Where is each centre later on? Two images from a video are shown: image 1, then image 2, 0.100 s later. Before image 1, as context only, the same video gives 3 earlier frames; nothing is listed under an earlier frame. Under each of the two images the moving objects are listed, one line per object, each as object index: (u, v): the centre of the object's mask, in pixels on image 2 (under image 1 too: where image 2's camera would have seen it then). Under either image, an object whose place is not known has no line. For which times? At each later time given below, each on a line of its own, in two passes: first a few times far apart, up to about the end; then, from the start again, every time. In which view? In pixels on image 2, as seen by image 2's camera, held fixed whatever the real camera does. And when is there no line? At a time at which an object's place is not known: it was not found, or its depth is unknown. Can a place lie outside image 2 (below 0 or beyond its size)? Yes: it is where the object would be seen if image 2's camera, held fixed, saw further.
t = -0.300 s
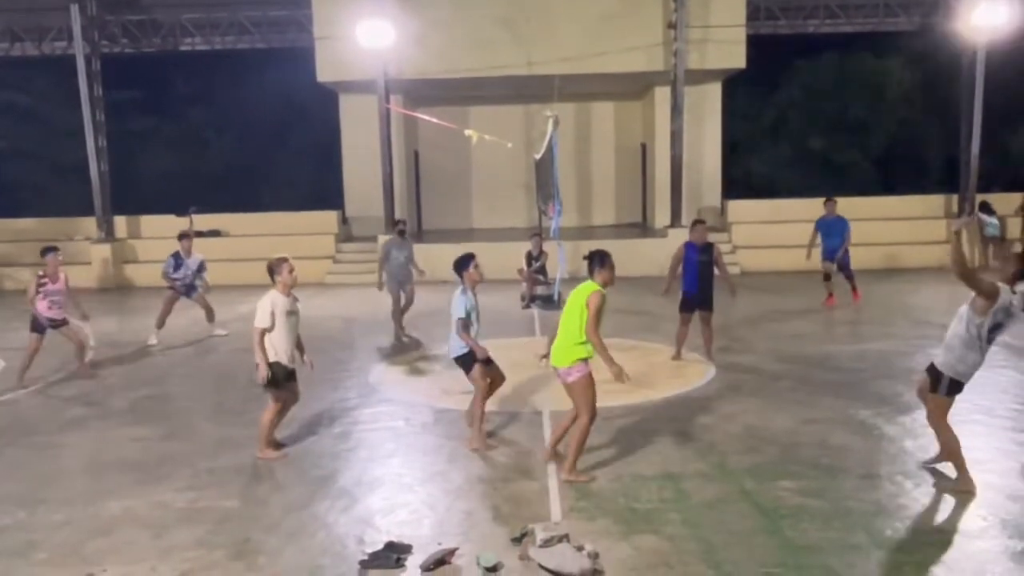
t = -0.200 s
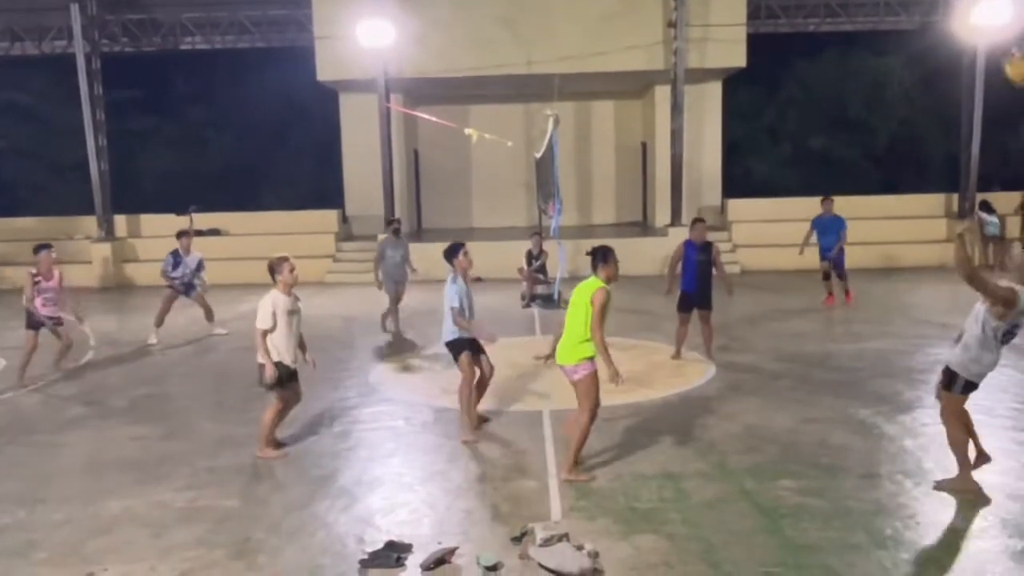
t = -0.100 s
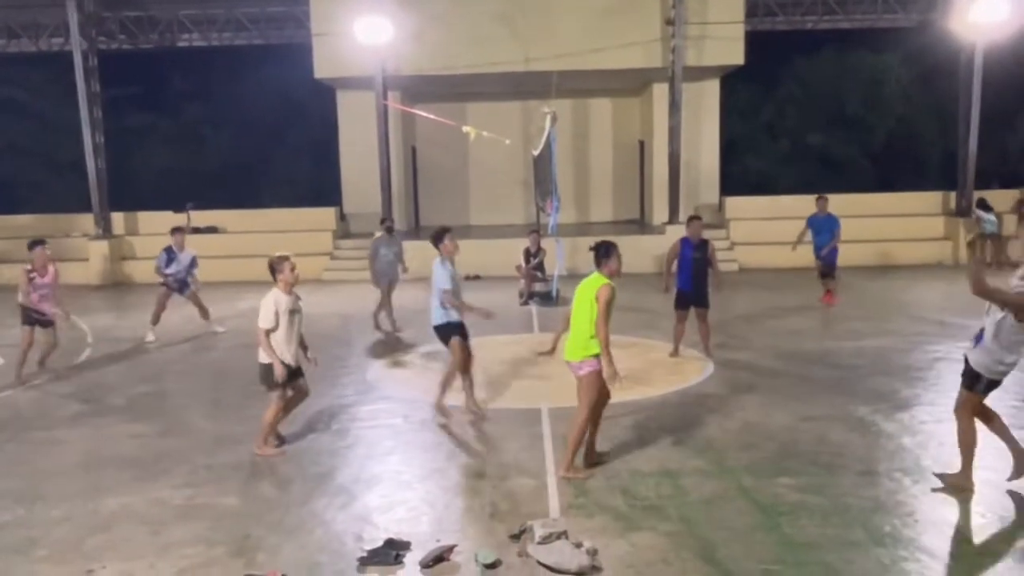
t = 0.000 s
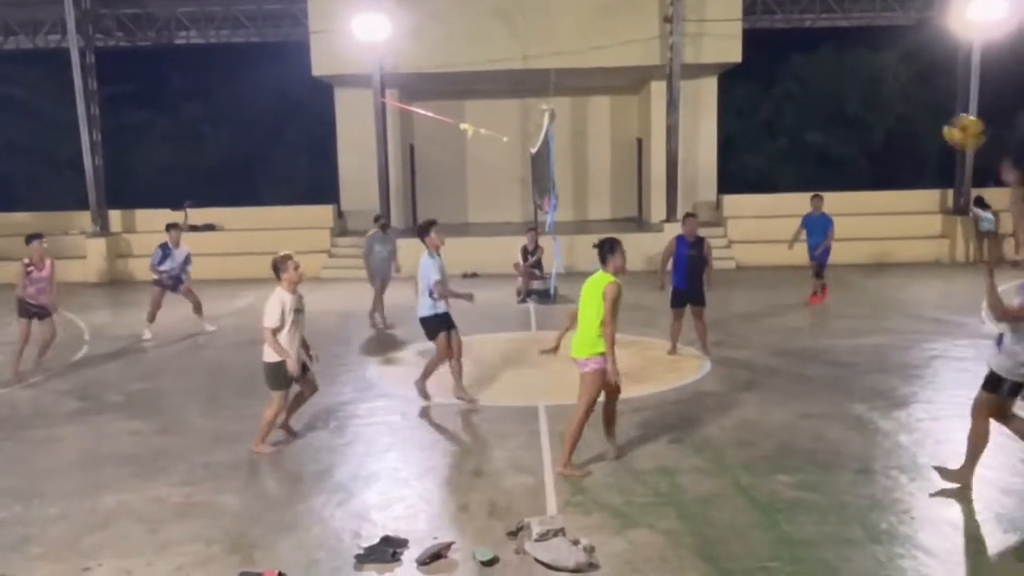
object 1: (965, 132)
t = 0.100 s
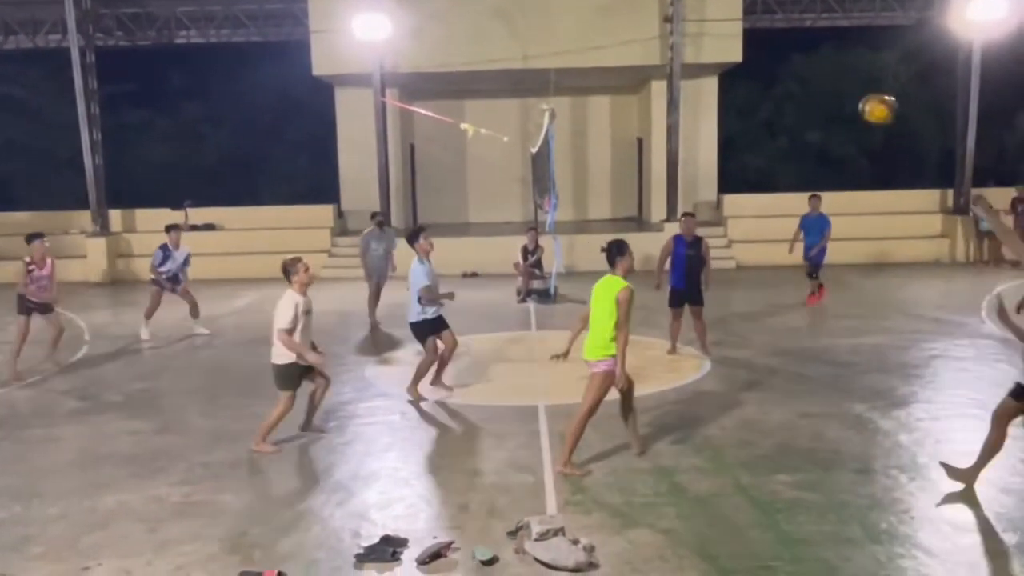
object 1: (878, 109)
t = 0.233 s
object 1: (782, 103)
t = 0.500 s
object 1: (640, 150)
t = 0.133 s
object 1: (852, 105)
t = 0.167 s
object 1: (827, 103)
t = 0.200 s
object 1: (803, 102)
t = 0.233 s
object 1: (782, 103)
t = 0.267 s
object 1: (760, 105)
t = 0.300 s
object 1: (740, 109)
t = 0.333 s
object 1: (724, 114)
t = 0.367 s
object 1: (704, 119)
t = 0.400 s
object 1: (687, 126)
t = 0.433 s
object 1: (672, 135)
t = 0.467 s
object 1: (658, 145)
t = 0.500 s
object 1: (640, 150)
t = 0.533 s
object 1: (627, 161)
